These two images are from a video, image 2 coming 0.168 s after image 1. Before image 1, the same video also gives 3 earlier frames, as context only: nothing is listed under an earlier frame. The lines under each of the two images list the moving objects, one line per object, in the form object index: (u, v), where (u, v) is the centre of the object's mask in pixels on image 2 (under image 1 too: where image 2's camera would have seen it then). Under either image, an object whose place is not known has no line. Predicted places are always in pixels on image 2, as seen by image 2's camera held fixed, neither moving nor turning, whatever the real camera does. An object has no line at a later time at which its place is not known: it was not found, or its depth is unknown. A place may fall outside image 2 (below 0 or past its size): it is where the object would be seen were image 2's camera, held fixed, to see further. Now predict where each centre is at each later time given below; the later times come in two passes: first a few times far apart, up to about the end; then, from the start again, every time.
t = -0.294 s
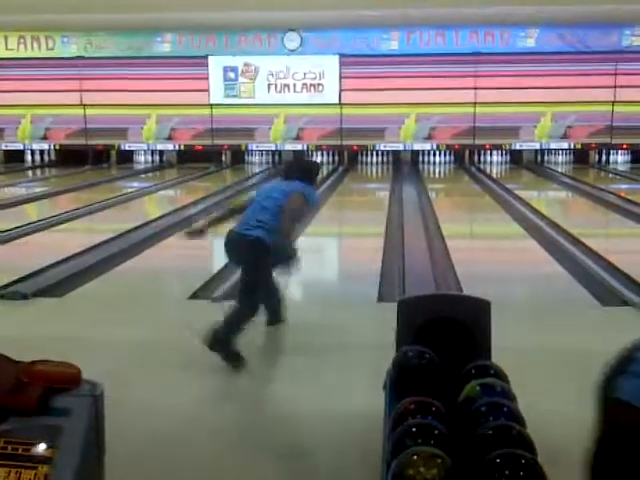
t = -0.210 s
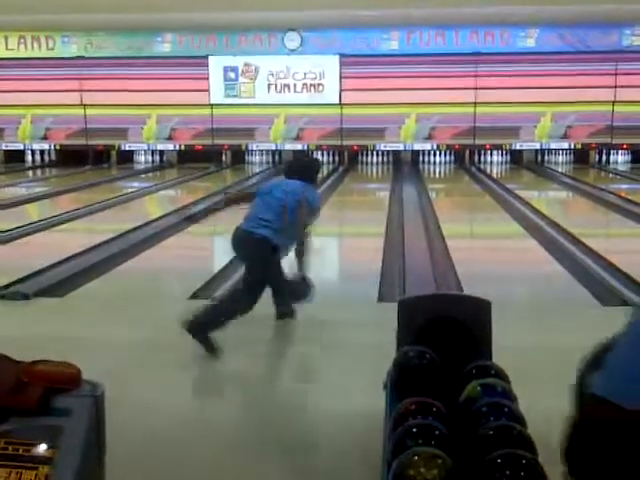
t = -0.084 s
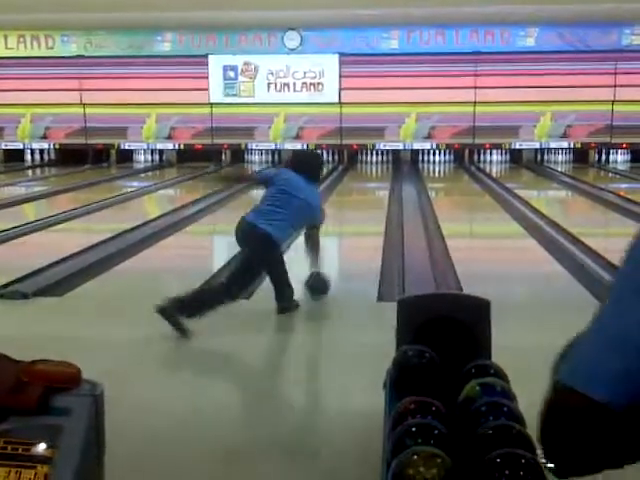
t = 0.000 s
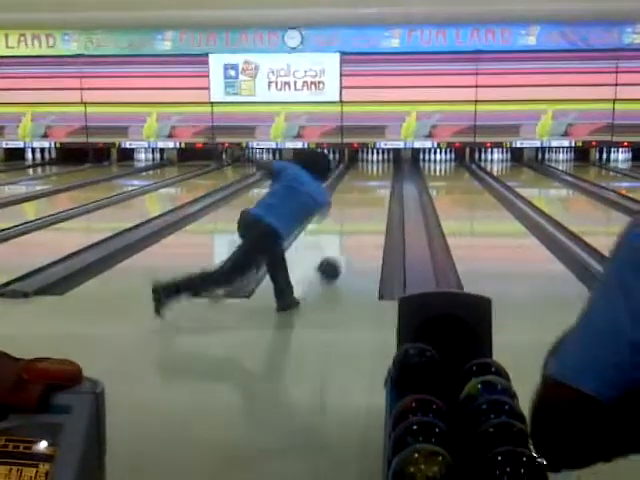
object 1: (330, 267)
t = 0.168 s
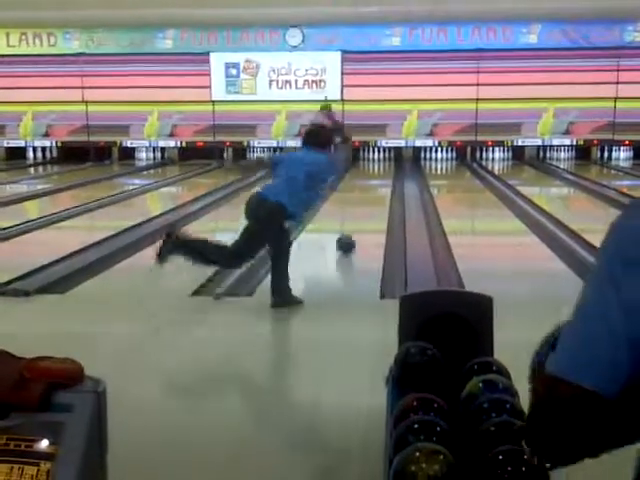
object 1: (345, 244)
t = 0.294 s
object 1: (354, 230)
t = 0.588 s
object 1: (369, 207)
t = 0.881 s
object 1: (378, 189)
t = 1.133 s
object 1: (383, 182)
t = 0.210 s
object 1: (348, 239)
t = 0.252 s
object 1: (351, 234)
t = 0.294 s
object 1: (354, 230)
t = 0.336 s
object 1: (357, 227)
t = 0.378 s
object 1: (359, 223)
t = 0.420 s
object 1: (361, 219)
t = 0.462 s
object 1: (363, 216)
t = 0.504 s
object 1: (365, 212)
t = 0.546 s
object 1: (367, 209)
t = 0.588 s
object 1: (369, 207)
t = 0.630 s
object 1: (370, 204)
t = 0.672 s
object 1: (372, 202)
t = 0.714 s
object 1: (373, 200)
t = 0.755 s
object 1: (374, 198)
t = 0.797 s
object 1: (376, 195)
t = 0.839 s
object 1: (377, 195)
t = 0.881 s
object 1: (378, 189)
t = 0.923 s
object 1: (379, 189)
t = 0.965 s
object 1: (380, 187)
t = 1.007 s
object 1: (381, 186)
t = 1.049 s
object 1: (382, 184)
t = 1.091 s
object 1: (383, 183)
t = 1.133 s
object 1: (383, 182)
